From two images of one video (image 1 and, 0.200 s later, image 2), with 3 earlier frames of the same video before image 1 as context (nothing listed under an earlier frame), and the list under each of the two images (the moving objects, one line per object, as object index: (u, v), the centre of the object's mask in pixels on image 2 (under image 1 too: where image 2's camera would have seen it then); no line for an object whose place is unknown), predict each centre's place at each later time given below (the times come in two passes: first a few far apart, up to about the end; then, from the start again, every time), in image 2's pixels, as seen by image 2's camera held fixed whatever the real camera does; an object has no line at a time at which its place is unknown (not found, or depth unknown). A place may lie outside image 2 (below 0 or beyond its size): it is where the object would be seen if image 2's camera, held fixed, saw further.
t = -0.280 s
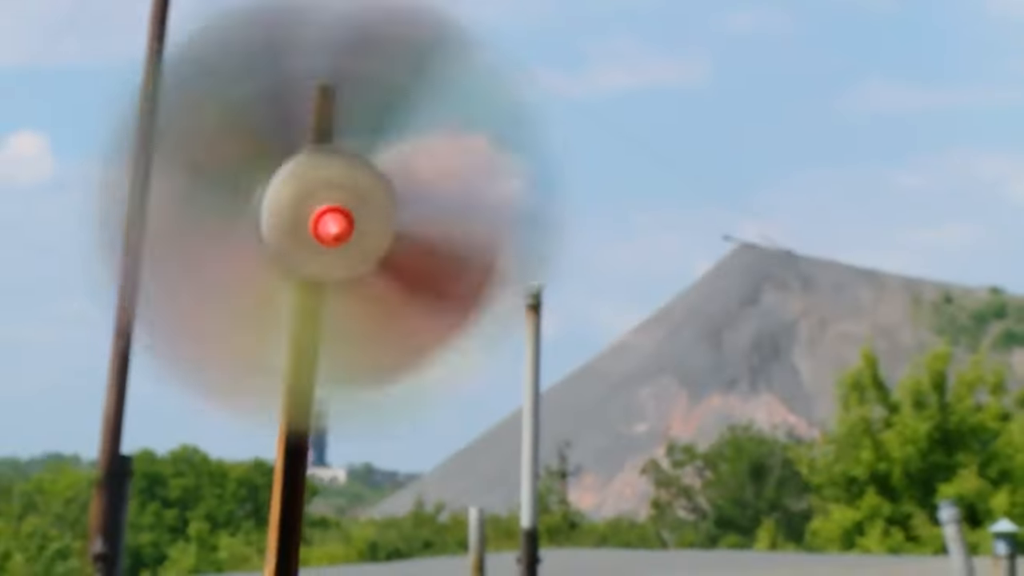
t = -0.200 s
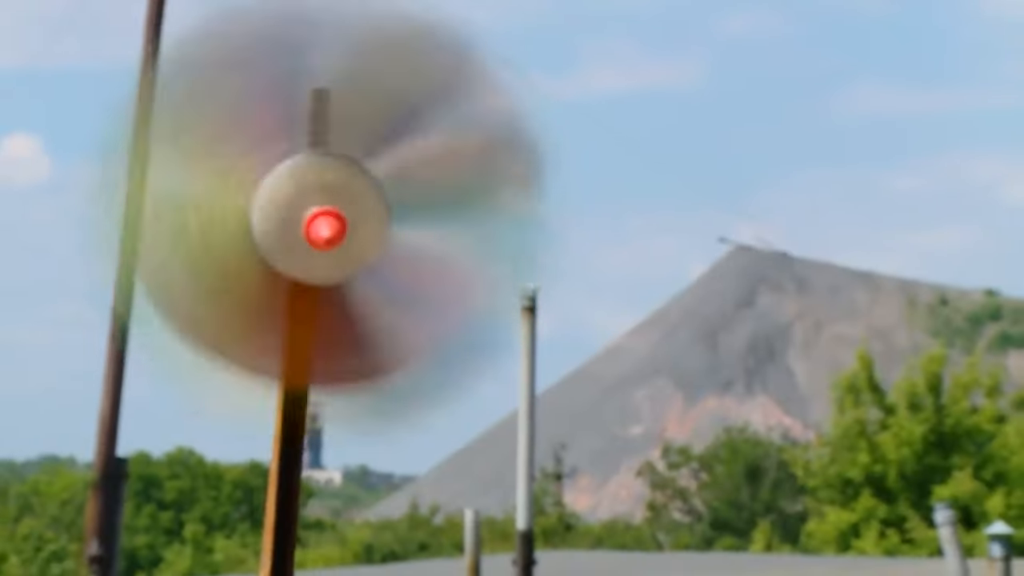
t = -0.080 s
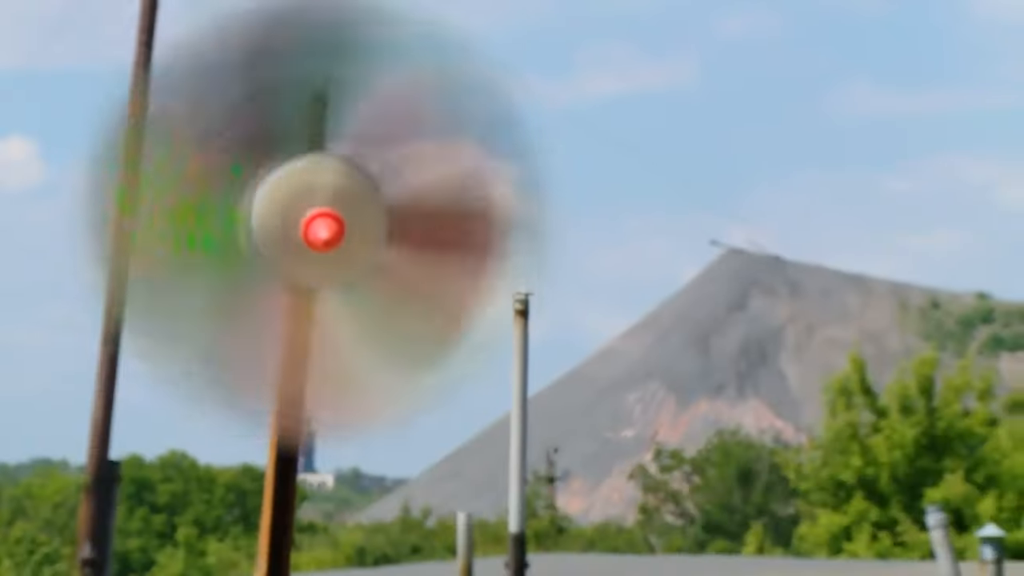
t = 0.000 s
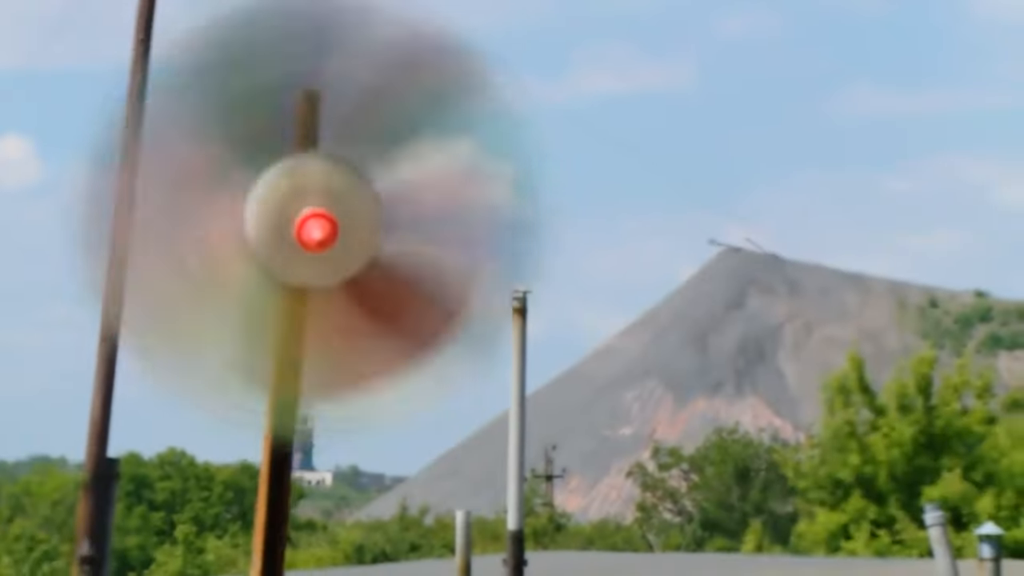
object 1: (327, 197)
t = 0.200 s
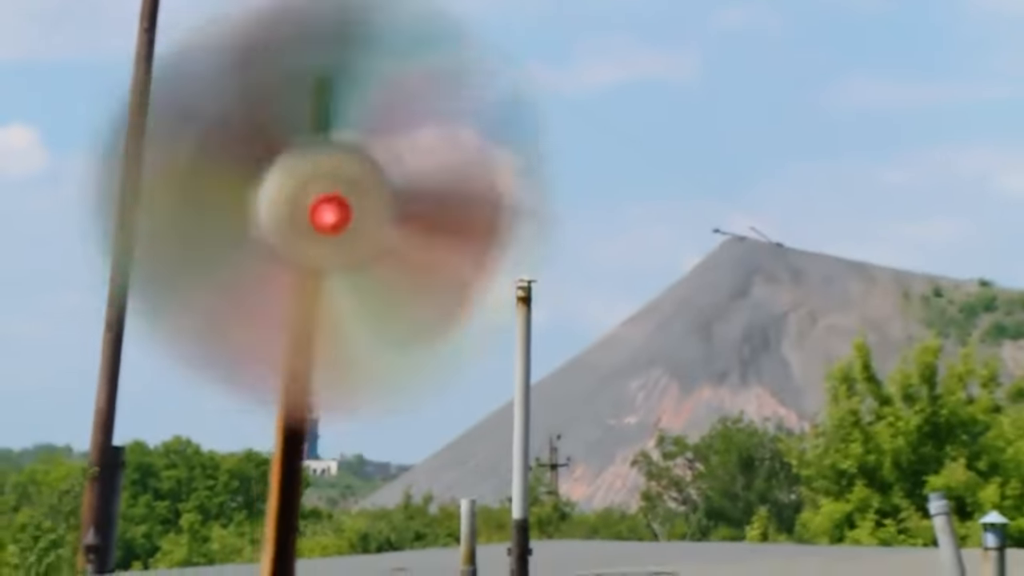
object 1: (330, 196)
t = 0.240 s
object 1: (336, 211)
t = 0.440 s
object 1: (319, 201)
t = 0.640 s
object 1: (331, 196)
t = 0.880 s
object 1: (329, 191)
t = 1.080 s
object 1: (303, 212)
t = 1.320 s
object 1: (321, 196)
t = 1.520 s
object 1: (323, 202)
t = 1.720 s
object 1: (321, 216)
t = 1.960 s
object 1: (317, 206)
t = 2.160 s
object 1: (324, 212)
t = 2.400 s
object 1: (326, 220)
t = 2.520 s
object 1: (329, 192)
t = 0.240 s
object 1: (336, 211)
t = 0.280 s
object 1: (335, 198)
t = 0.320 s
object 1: (320, 211)
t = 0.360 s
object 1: (325, 220)
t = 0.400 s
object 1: (325, 204)
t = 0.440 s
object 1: (319, 201)
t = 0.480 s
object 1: (332, 208)
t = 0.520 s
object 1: (340, 197)
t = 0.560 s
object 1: (330, 191)
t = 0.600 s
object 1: (328, 204)
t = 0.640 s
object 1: (331, 196)
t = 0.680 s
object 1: (319, 198)
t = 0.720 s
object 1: (327, 211)
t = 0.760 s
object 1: (330, 199)
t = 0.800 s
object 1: (321, 195)
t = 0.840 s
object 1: (332, 206)
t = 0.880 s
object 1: (329, 191)
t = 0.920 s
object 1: (321, 194)
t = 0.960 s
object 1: (314, 212)
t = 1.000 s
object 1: (321, 212)
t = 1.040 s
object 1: (313, 208)
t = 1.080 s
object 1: (303, 212)
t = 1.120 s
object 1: (312, 211)
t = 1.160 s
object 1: (323, 204)
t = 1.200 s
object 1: (327, 186)
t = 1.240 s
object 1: (324, 198)
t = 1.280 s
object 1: (327, 207)
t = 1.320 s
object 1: (321, 196)
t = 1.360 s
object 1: (303, 200)
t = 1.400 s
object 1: (318, 214)
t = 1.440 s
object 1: (324, 198)
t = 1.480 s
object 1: (325, 197)
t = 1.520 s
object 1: (323, 202)
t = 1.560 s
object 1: (326, 204)
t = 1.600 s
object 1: (325, 192)
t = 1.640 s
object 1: (313, 191)
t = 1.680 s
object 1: (305, 221)
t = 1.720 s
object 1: (321, 216)
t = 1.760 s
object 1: (322, 203)
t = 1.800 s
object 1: (317, 194)
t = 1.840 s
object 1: (313, 194)
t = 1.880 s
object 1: (314, 218)
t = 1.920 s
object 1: (329, 216)
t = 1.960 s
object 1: (317, 206)
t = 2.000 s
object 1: (323, 197)
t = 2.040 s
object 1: (303, 190)
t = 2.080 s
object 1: (311, 206)
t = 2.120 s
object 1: (322, 222)
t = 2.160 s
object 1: (324, 212)
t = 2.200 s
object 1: (331, 195)
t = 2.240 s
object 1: (321, 198)
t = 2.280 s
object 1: (304, 201)
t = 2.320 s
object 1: (310, 214)
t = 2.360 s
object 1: (324, 232)
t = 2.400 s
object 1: (326, 220)
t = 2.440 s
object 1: (320, 218)
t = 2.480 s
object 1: (334, 199)
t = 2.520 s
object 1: (329, 192)
